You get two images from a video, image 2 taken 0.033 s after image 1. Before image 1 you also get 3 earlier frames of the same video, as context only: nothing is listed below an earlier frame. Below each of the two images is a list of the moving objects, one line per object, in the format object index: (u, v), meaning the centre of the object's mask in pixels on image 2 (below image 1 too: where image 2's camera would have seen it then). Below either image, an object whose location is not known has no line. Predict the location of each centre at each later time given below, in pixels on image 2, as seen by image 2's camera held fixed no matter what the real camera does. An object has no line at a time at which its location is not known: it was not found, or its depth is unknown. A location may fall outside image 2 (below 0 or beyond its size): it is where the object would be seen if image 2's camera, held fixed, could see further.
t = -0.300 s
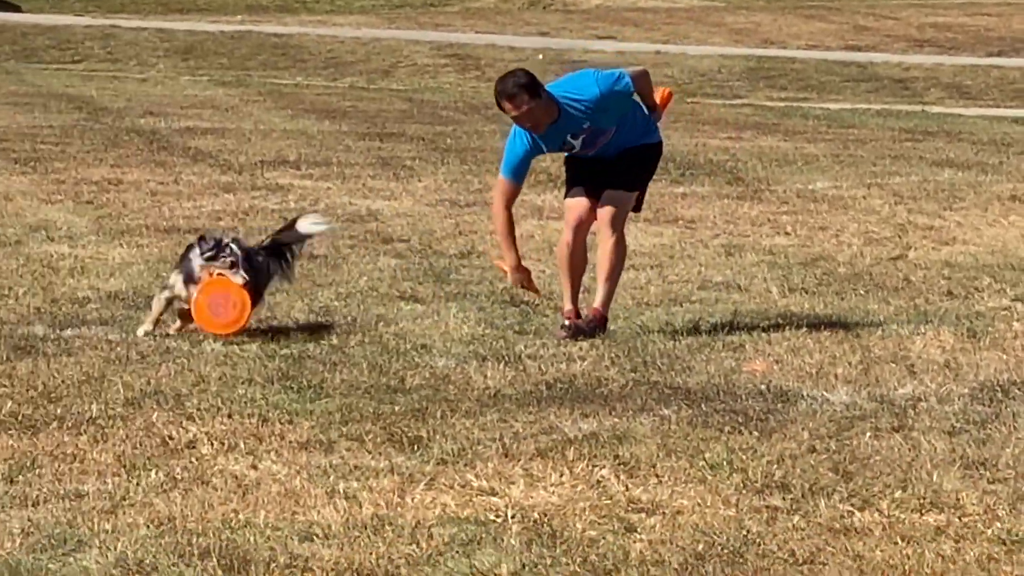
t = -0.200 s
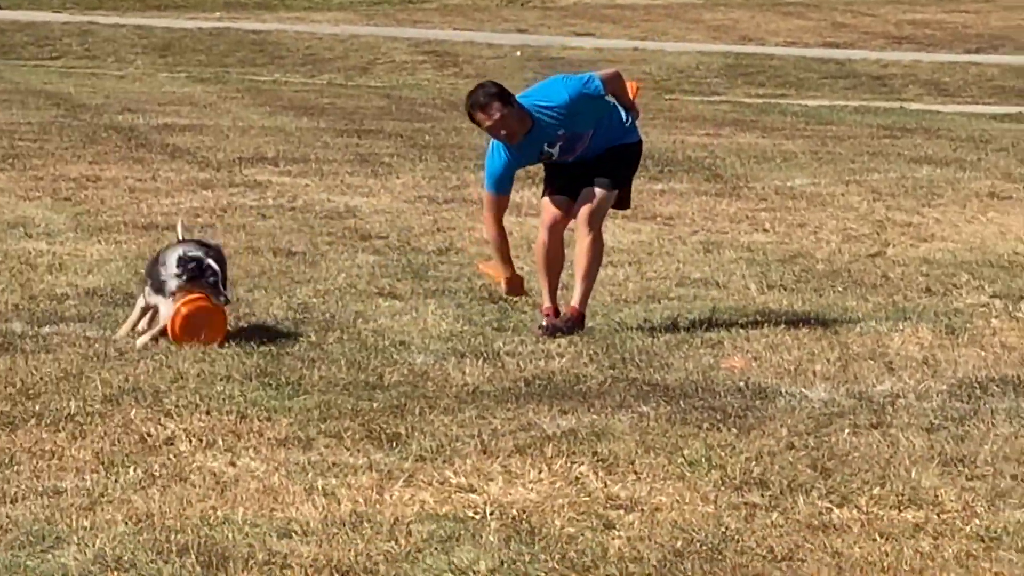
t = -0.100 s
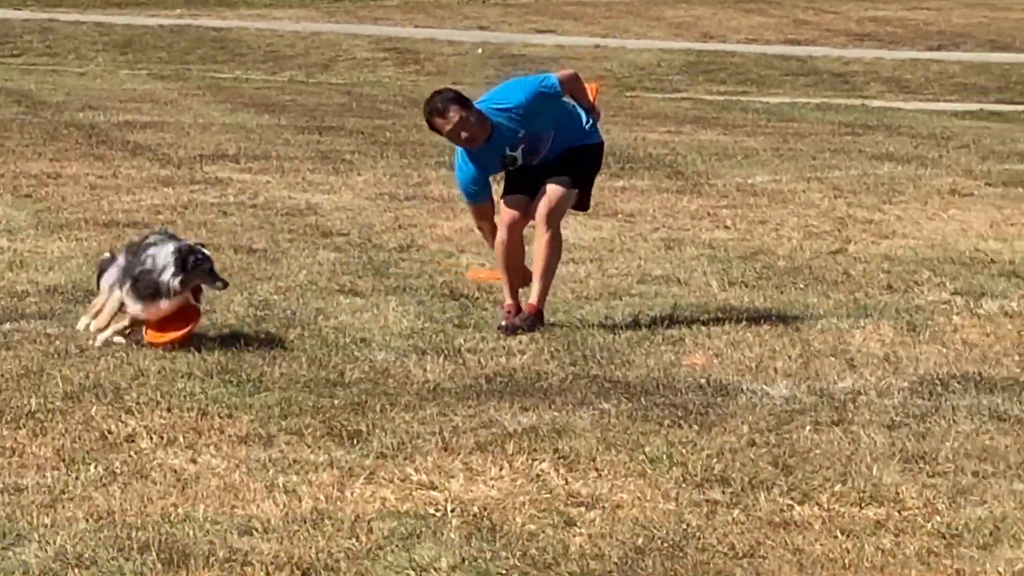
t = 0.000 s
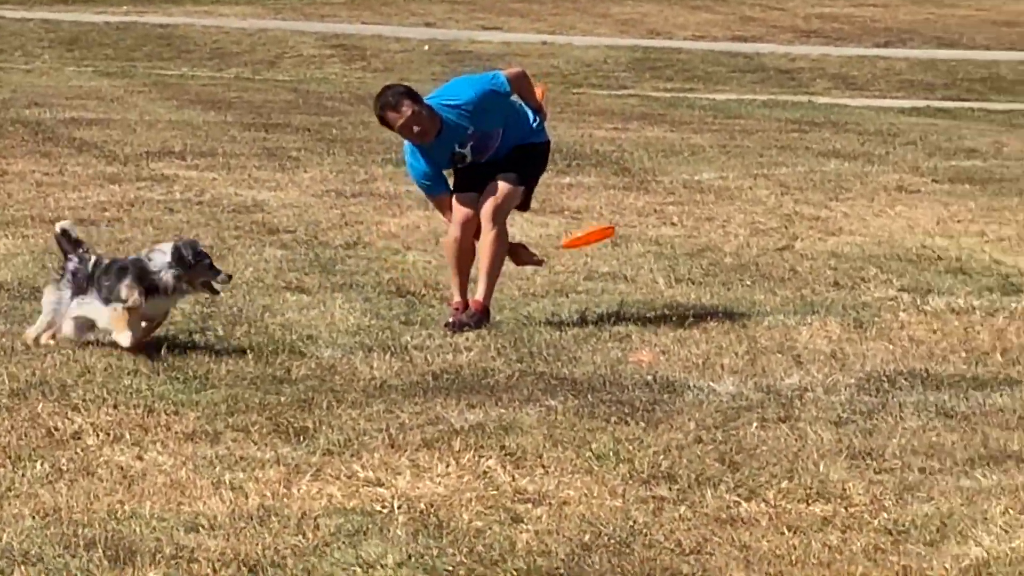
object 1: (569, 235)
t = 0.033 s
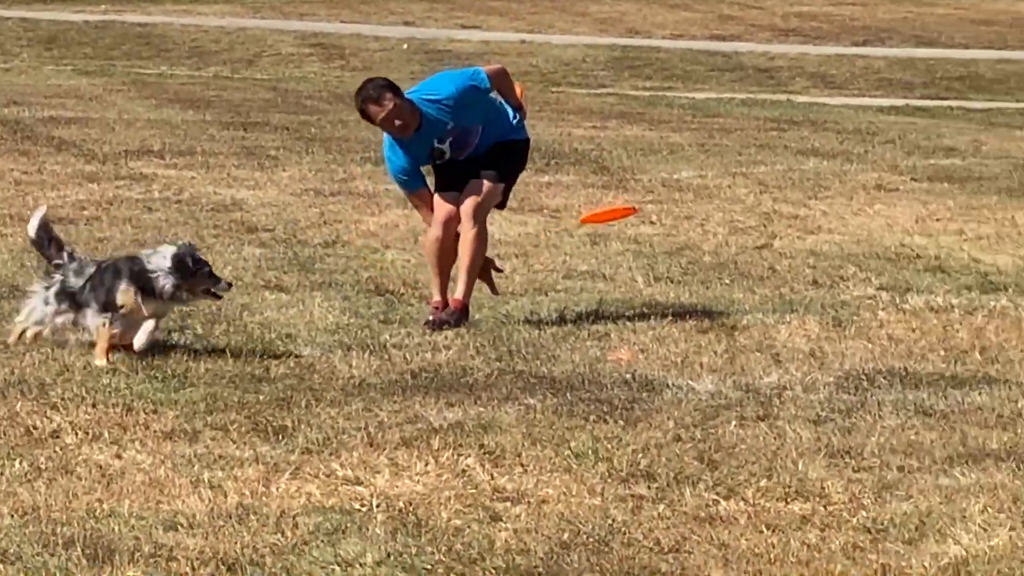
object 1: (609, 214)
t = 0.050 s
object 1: (630, 204)
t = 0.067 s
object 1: (651, 195)
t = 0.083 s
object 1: (671, 187)
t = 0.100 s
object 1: (693, 178)
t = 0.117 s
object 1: (715, 171)
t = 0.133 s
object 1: (736, 164)
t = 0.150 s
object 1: (756, 158)
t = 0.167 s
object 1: (779, 151)
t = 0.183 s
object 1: (801, 145)
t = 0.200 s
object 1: (823, 139)
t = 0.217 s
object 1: (845, 133)
